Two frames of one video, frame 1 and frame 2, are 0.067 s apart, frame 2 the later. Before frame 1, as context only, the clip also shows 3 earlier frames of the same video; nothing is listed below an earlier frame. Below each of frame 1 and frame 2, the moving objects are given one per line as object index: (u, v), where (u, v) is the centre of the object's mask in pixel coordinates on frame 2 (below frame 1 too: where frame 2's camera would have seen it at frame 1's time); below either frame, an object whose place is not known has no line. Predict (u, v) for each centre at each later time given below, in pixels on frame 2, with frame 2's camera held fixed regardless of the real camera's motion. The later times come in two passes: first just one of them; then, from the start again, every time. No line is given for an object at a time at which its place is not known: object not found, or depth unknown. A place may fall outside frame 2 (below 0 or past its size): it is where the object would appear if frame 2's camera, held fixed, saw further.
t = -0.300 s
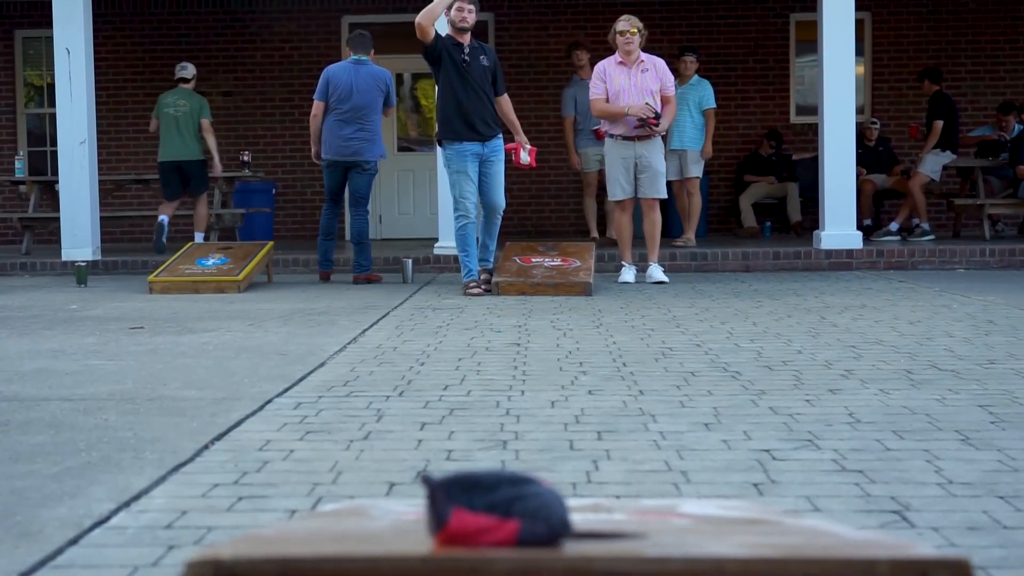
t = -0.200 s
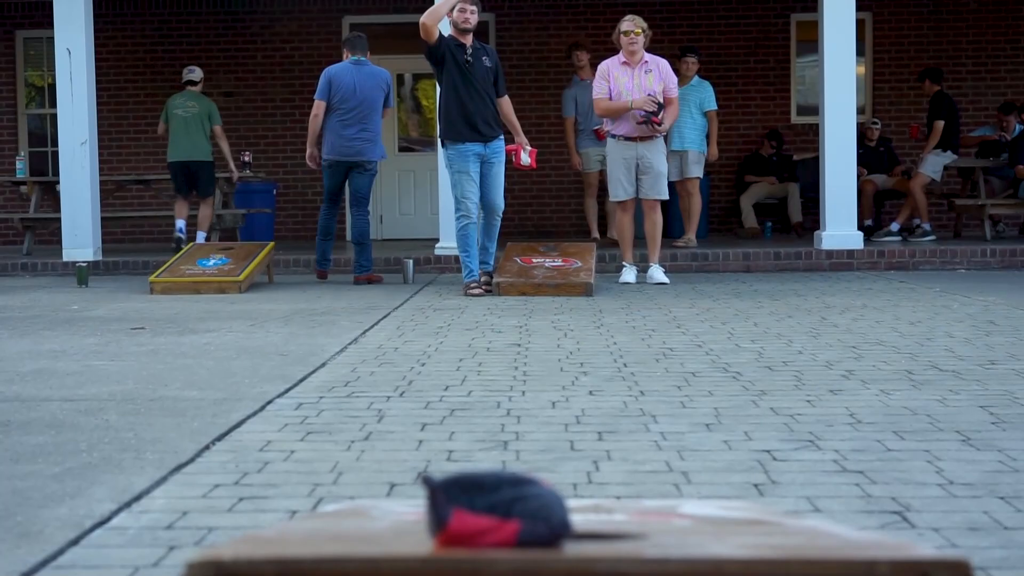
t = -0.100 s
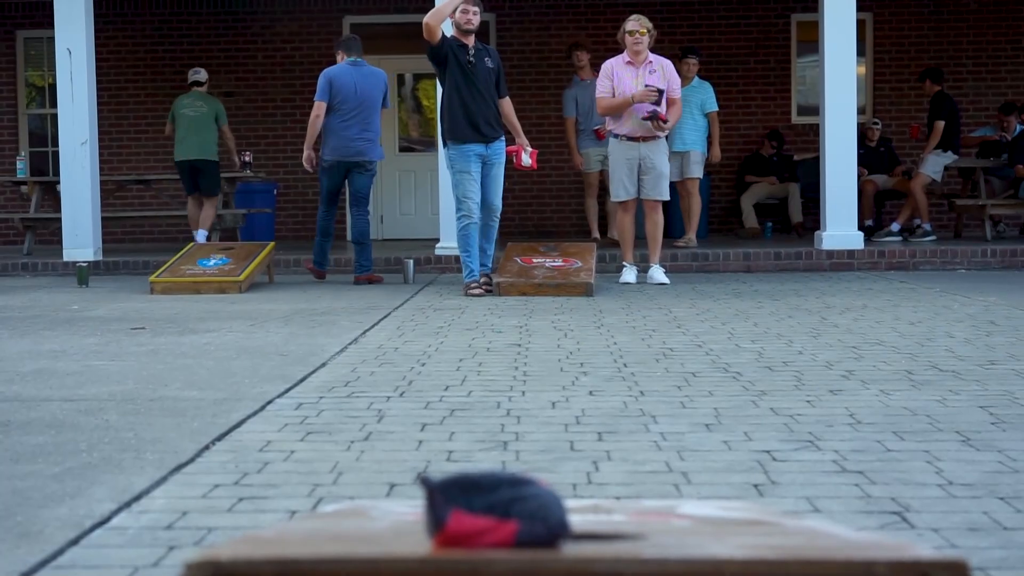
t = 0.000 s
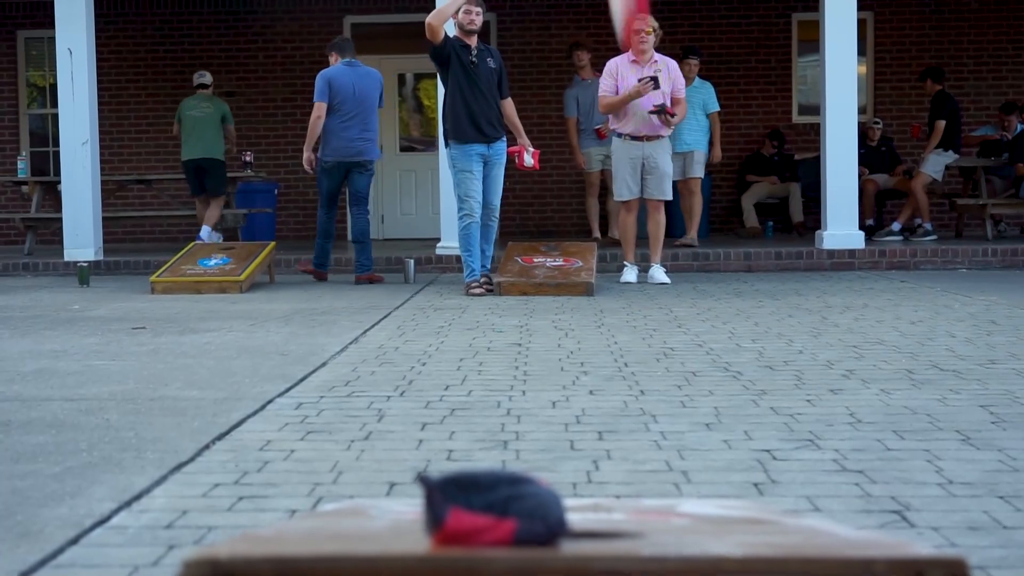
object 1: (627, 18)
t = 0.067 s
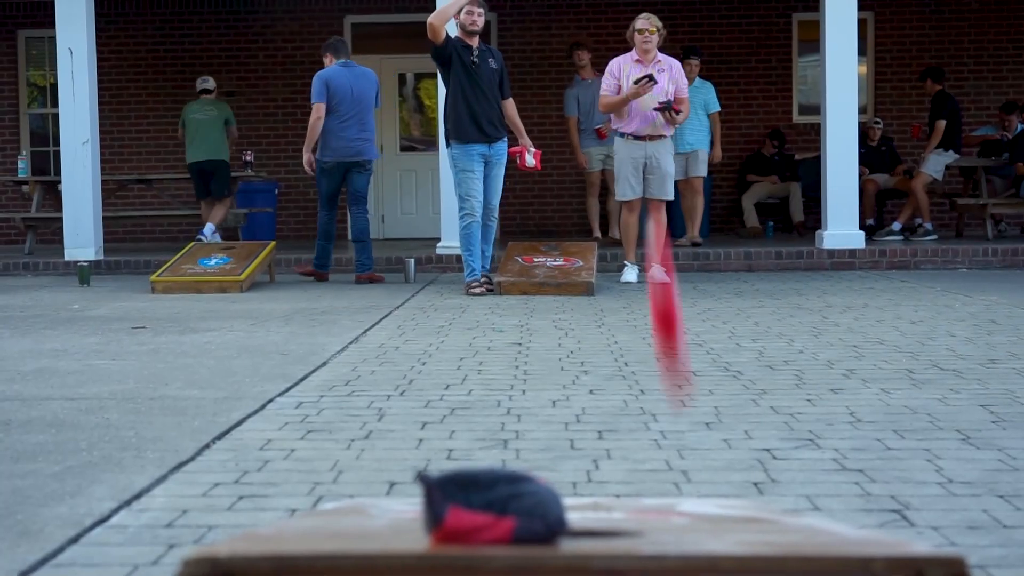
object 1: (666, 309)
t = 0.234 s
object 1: (675, 488)
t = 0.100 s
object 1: (685, 476)
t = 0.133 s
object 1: (684, 480)
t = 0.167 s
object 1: (682, 481)
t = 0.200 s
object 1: (678, 485)
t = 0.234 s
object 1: (675, 488)
